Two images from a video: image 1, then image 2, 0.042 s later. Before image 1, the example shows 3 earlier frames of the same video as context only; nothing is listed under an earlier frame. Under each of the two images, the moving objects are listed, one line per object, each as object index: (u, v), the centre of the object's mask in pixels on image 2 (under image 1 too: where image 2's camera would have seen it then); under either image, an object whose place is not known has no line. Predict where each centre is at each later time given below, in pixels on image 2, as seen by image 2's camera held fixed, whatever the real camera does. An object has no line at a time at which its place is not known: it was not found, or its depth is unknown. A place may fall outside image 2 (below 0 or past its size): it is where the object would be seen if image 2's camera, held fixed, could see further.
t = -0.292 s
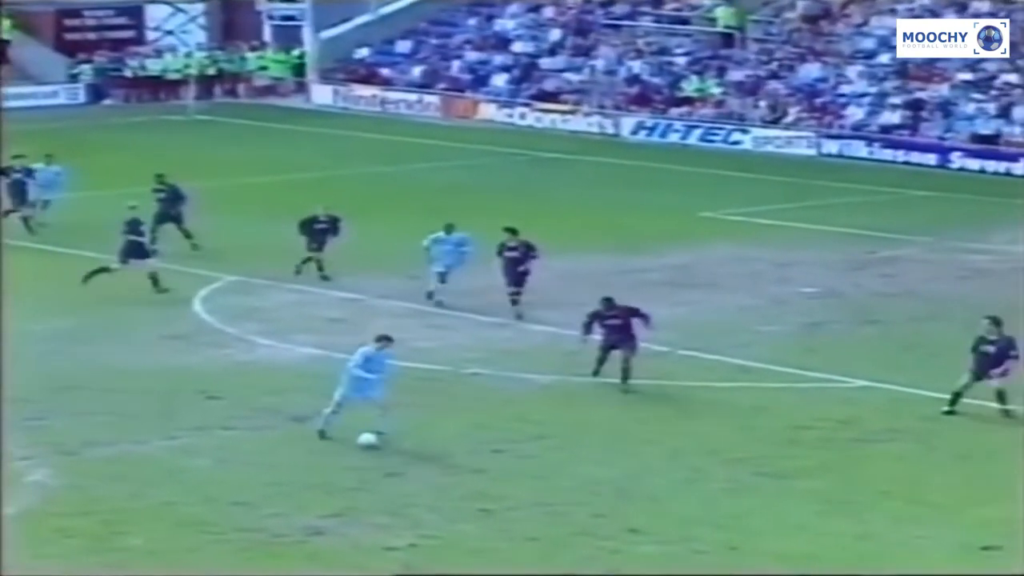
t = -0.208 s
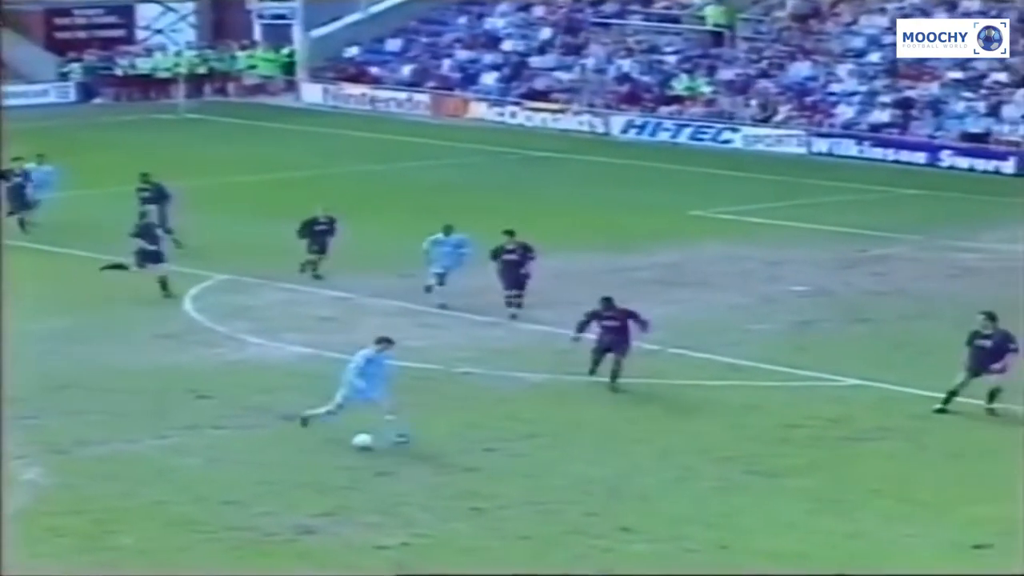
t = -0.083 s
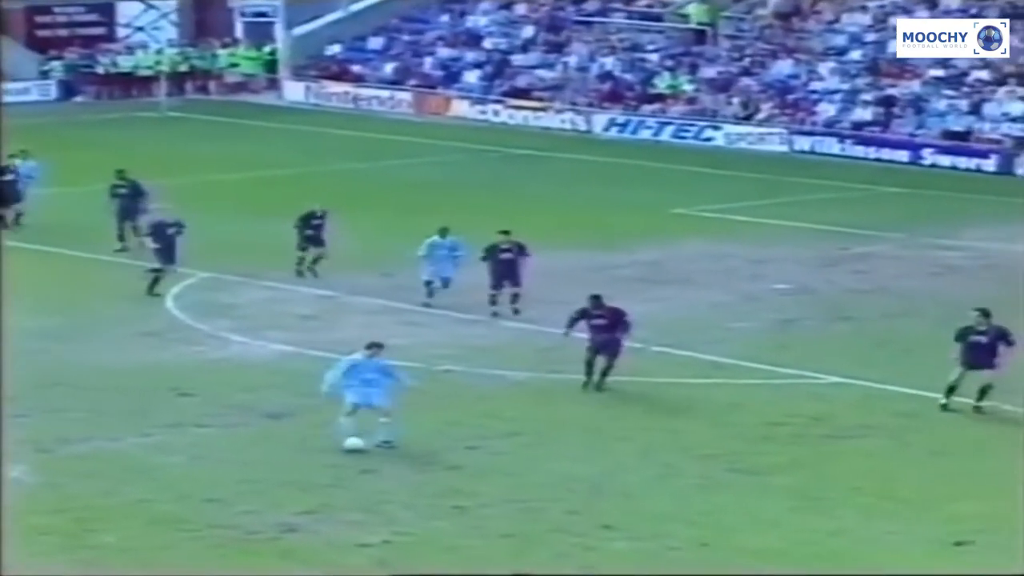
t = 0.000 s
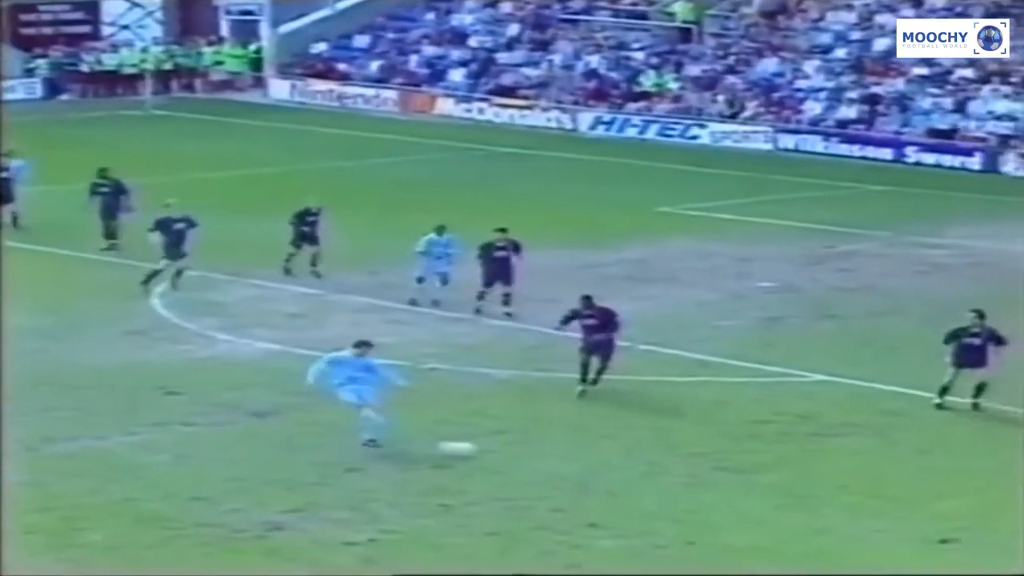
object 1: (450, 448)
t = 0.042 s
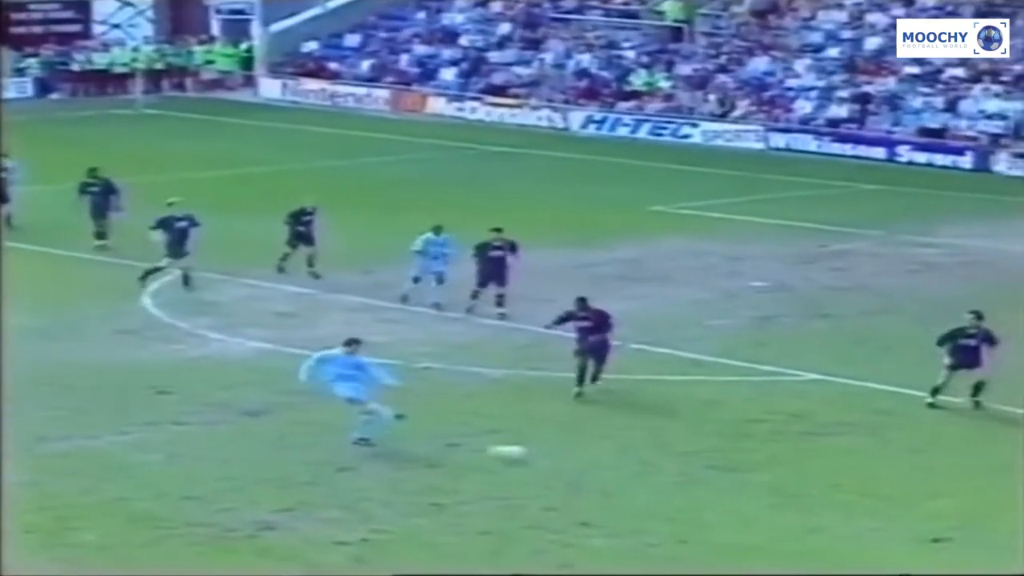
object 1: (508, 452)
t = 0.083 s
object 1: (570, 458)
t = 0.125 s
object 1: (627, 461)
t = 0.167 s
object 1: (681, 463)
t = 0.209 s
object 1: (739, 468)
